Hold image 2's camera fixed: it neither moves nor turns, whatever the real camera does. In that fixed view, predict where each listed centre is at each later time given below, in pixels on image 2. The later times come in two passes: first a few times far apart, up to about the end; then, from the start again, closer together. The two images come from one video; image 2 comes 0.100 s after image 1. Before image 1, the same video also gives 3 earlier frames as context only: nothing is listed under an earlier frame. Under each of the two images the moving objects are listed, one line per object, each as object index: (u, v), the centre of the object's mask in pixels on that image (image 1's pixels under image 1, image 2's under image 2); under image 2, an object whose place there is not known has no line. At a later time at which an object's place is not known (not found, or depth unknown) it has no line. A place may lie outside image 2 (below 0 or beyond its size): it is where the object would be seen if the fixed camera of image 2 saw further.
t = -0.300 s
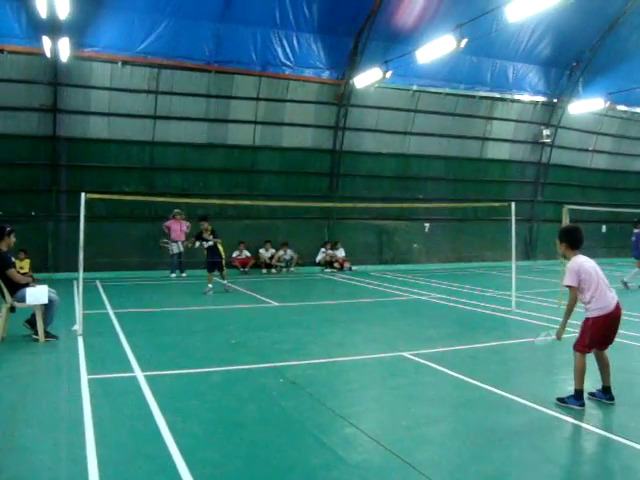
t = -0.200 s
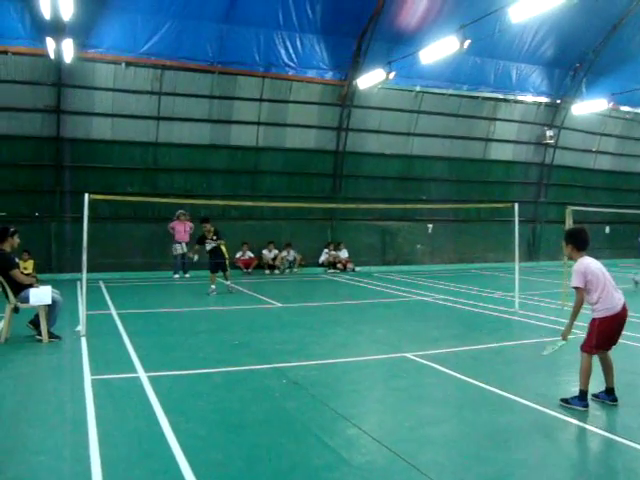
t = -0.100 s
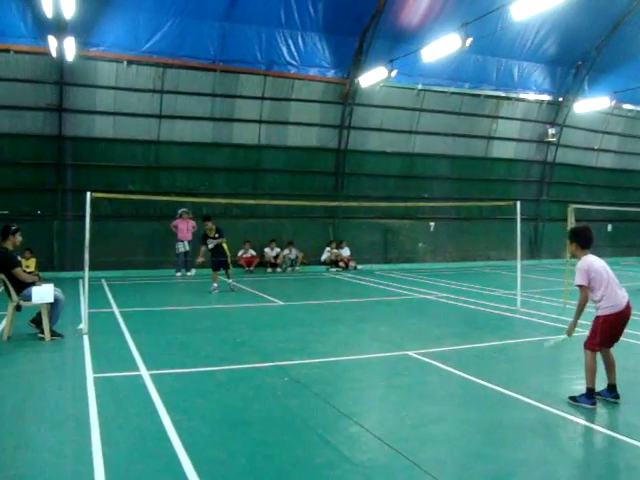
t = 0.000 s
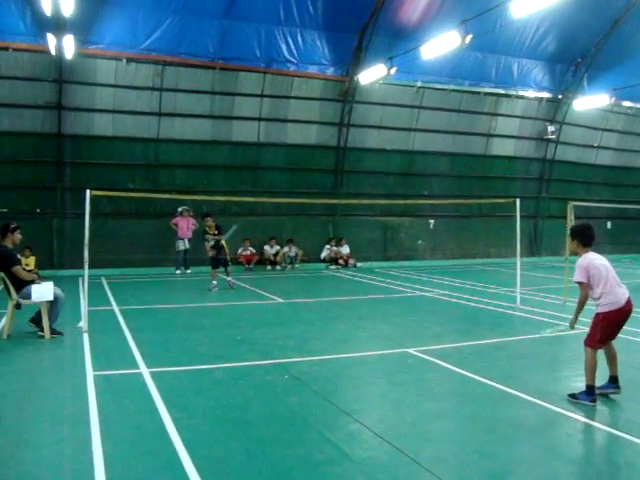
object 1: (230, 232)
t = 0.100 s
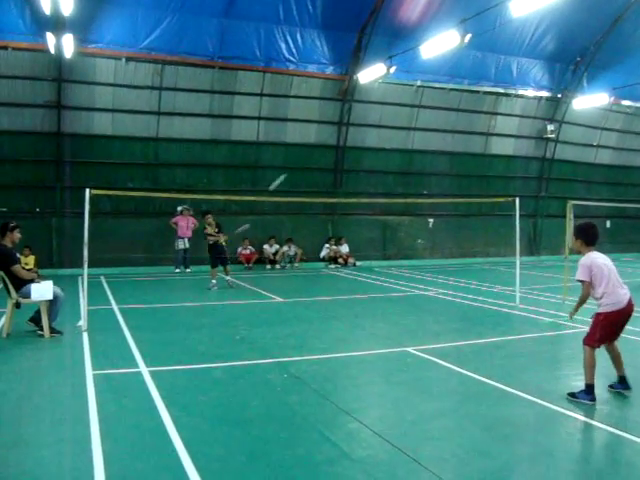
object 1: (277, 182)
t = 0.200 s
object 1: (321, 143)
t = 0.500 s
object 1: (441, 81)
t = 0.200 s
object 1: (321, 143)
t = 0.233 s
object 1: (335, 132)
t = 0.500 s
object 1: (441, 81)
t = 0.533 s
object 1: (453, 80)
